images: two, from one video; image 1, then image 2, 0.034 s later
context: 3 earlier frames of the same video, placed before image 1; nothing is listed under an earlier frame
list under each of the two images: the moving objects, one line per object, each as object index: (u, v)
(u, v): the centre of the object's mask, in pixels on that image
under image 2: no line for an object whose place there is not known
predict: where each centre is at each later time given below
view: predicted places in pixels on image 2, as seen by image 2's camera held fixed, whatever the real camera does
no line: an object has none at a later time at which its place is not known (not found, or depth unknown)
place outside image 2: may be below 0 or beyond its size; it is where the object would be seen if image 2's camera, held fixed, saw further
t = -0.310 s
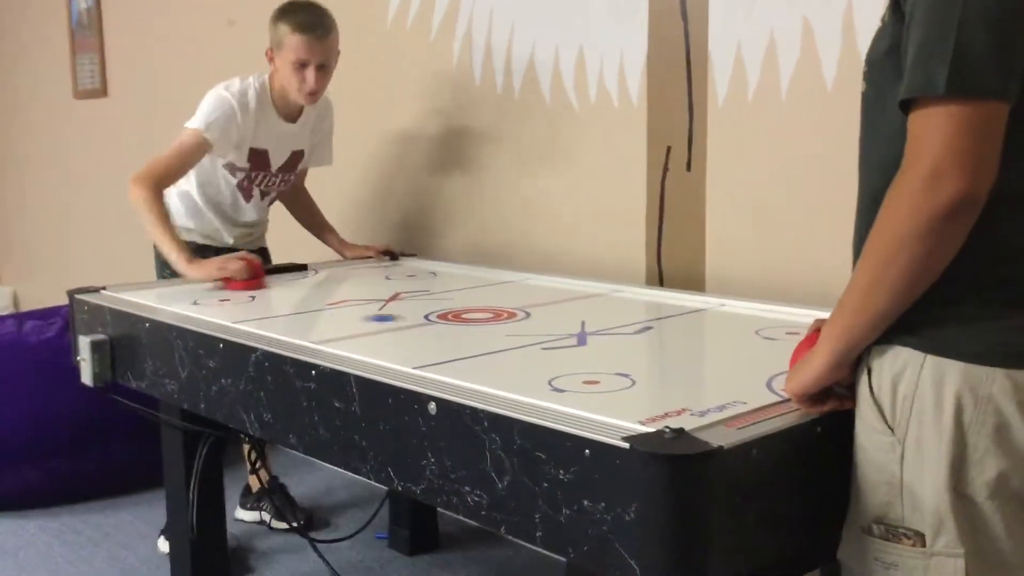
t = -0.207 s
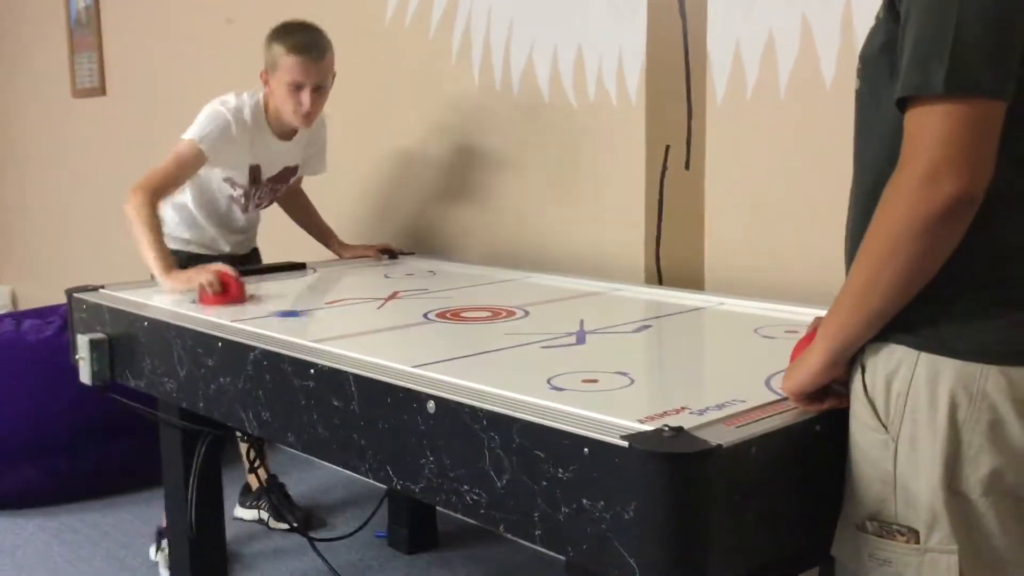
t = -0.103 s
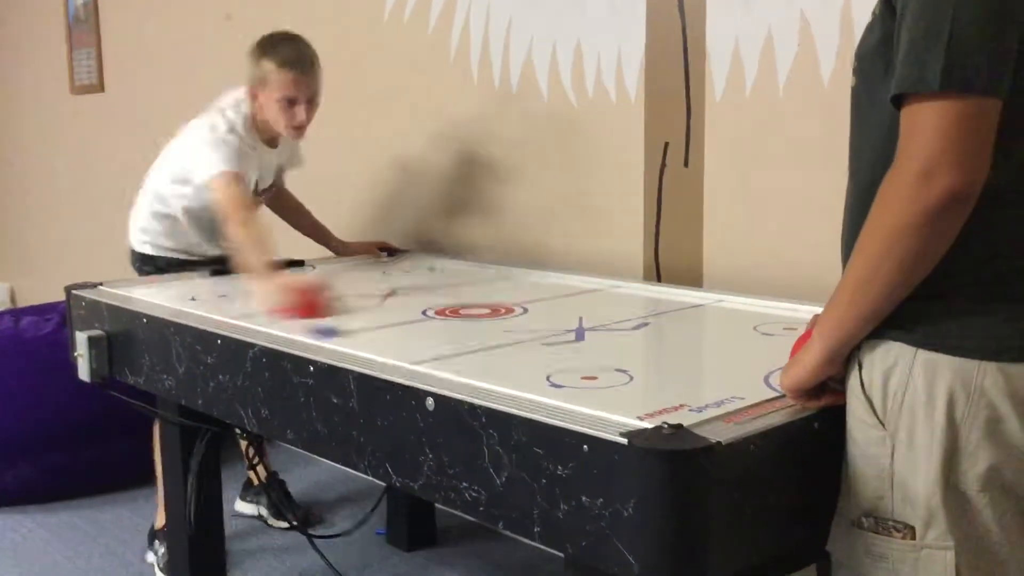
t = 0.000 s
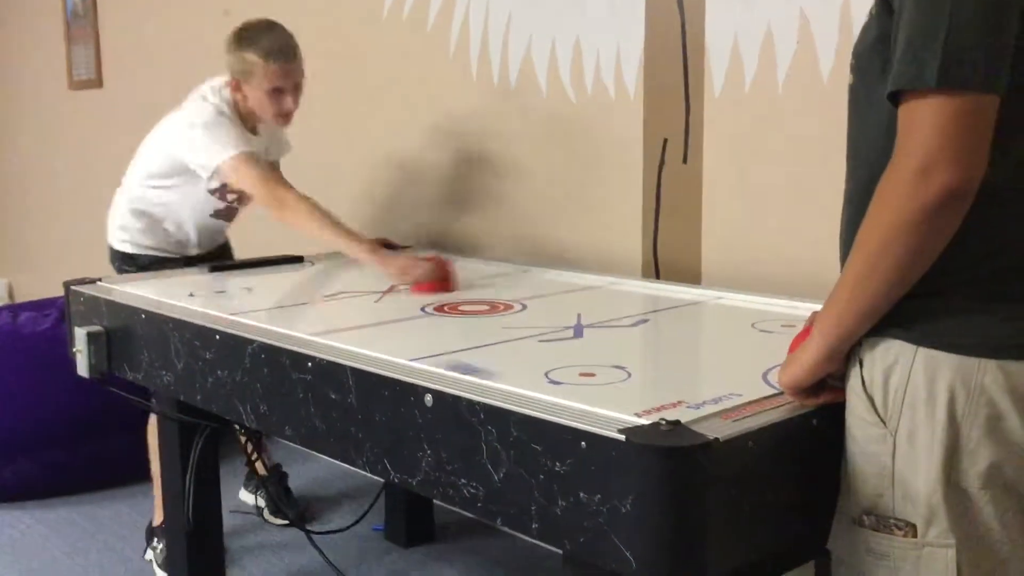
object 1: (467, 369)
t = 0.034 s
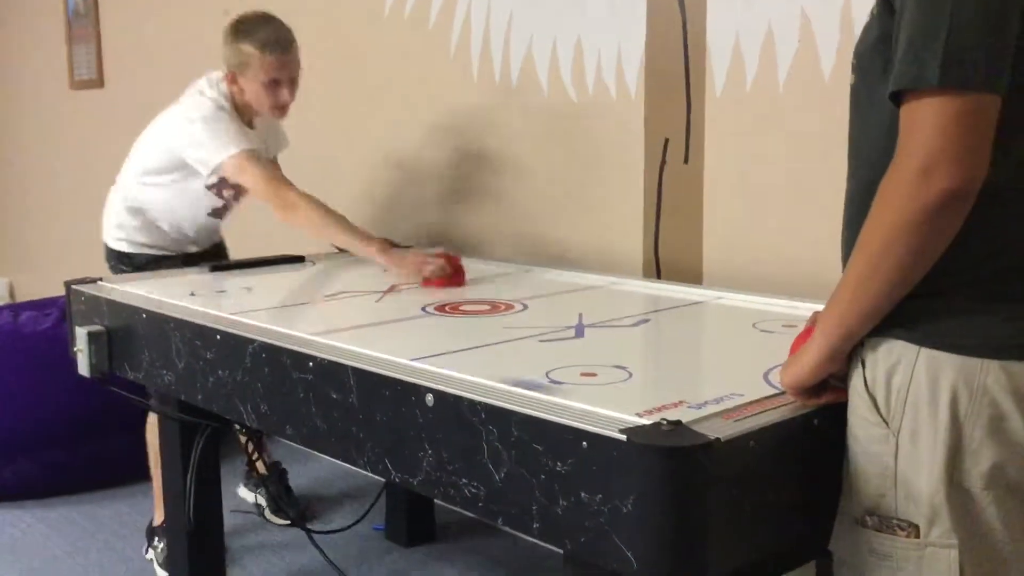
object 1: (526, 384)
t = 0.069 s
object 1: (607, 402)
